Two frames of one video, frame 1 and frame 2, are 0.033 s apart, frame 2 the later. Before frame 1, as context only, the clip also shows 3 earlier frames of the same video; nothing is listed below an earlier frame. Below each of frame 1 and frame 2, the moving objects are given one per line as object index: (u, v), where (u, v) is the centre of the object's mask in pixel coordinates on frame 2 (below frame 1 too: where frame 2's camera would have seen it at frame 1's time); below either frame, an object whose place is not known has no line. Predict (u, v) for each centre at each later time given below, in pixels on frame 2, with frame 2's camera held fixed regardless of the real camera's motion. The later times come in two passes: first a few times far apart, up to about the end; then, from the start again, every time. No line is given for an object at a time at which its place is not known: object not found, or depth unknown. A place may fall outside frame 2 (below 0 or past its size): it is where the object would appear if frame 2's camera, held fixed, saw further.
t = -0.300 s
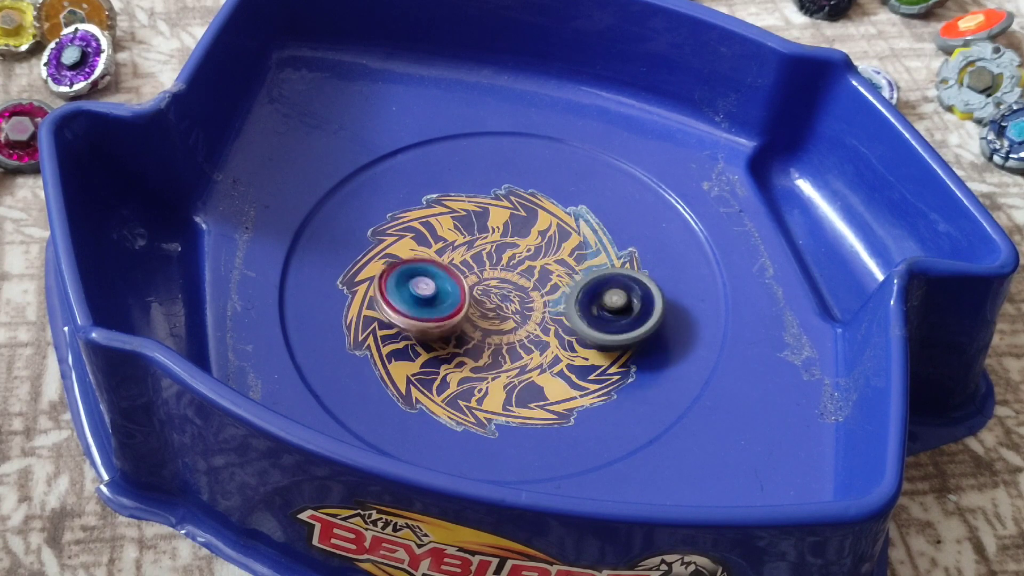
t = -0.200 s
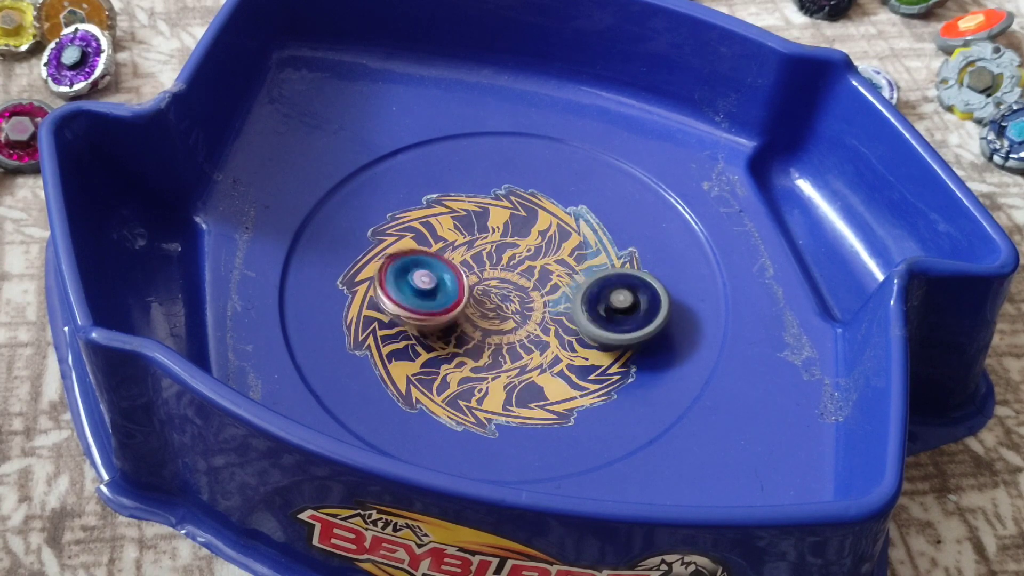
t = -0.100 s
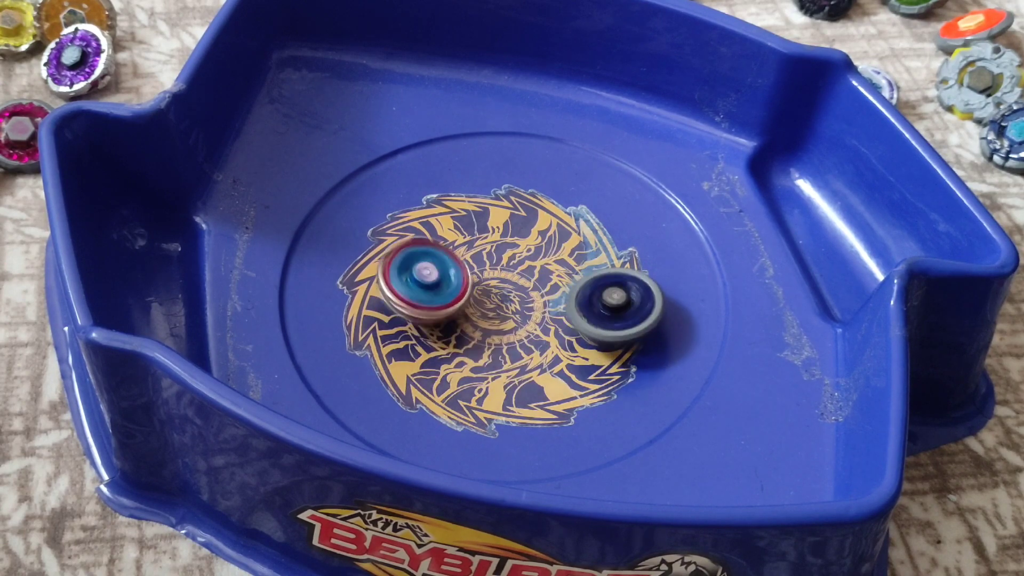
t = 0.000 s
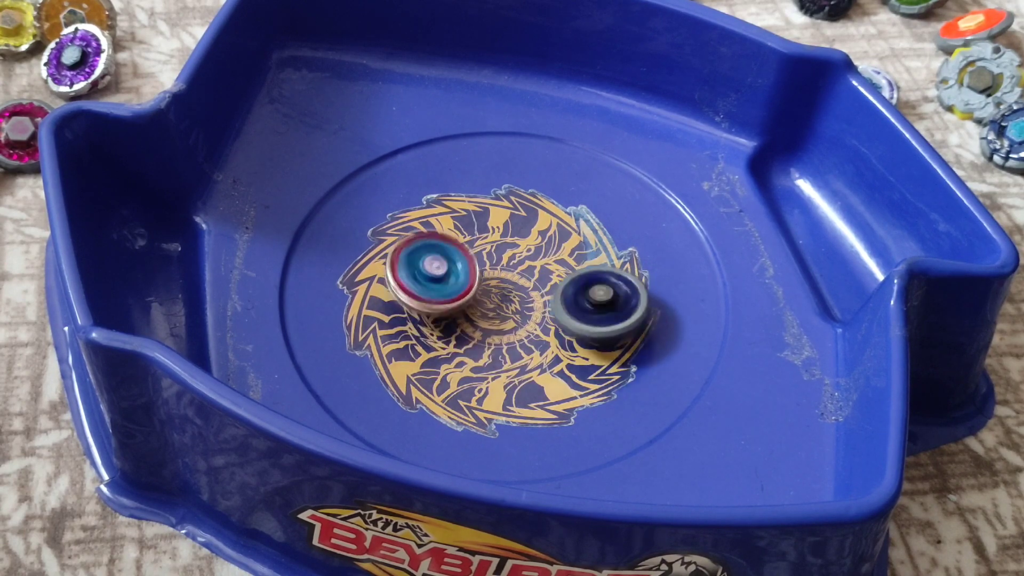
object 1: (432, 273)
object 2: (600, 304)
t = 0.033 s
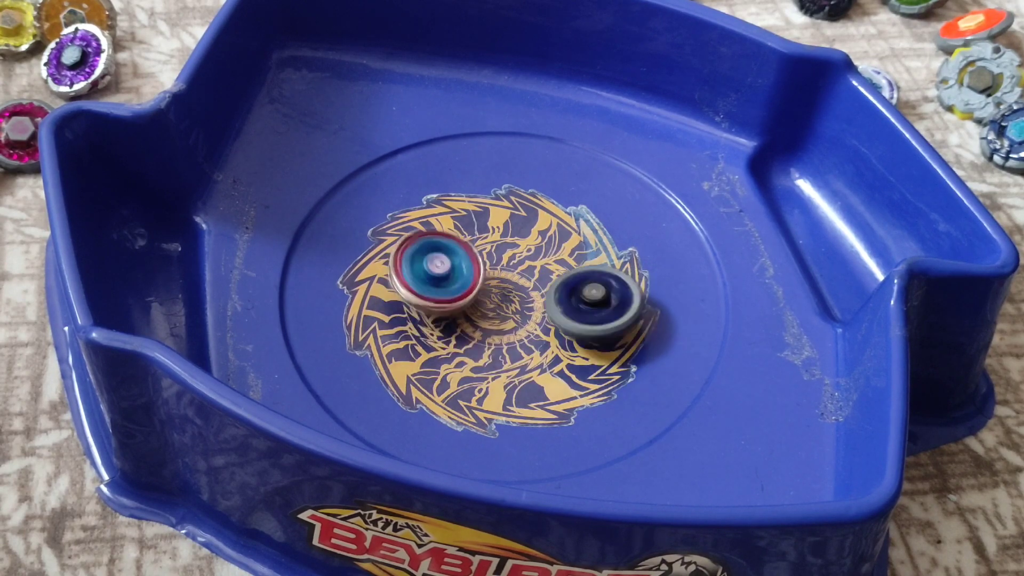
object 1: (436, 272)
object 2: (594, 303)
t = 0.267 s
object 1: (439, 223)
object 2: (604, 341)
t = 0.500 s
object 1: (440, 196)
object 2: (613, 370)
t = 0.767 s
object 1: (504, 229)
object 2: (580, 344)
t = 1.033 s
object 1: (597, 228)
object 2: (509, 336)
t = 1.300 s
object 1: (609, 230)
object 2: (450, 307)
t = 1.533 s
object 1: (571, 268)
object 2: (423, 273)
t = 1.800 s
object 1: (514, 363)
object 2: (432, 245)
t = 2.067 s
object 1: (510, 394)
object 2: (477, 237)
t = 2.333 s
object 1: (493, 349)
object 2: (534, 247)
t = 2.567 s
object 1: (418, 282)
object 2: (575, 268)
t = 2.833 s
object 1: (378, 263)
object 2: (582, 296)
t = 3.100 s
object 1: (440, 268)
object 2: (542, 320)
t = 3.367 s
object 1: (526, 205)
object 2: (517, 369)
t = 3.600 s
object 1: (539, 168)
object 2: (485, 372)
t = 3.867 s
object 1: (535, 213)
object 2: (453, 340)
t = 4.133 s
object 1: (587, 293)
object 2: (449, 290)
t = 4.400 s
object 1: (604, 312)
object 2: (480, 248)
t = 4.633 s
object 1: (532, 329)
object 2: (524, 230)
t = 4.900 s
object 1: (472, 373)
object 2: (570, 233)
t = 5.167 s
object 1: (468, 349)
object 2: (587, 262)
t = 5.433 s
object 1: (433, 286)
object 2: (555, 294)
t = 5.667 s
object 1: (422, 262)
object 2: (501, 317)
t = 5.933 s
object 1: (431, 237)
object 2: (440, 320)
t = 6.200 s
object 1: (496, 230)
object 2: (406, 296)
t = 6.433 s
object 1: (547, 219)
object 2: (418, 275)
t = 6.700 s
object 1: (558, 233)
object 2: (469, 262)
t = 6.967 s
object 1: (600, 253)
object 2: (503, 277)
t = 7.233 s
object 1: (634, 258)
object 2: (474, 305)
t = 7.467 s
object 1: (582, 271)
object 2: (456, 324)
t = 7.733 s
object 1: (535, 268)
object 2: (414, 339)
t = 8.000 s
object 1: (508, 227)
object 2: (412, 339)
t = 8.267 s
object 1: (477, 227)
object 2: (453, 327)
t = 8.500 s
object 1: (476, 255)
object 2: (507, 341)
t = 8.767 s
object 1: (498, 248)
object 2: (545, 416)
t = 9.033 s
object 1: (496, 267)
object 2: (524, 424)
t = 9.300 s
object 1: (461, 284)
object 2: (520, 377)
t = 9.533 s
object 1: (437, 247)
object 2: (476, 333)
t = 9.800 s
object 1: (448, 241)
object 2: (442, 330)
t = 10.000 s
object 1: (464, 241)
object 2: (445, 330)
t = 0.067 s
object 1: (440, 270)
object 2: (587, 302)
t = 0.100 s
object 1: (446, 269)
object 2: (579, 301)
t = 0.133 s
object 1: (452, 267)
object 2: (570, 300)
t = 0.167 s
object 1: (458, 265)
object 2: (561, 299)
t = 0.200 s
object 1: (465, 261)
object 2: (554, 300)
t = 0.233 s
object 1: (449, 241)
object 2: (583, 323)
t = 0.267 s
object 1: (439, 223)
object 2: (604, 341)
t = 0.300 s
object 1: (432, 210)
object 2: (618, 352)
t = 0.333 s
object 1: (427, 199)
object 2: (624, 359)
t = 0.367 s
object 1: (425, 193)
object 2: (625, 362)
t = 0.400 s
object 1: (427, 191)
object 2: (622, 363)
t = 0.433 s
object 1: (431, 191)
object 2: (619, 366)
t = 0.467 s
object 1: (436, 193)
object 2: (614, 369)
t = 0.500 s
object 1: (440, 196)
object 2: (613, 370)
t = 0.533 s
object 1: (444, 199)
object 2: (613, 369)
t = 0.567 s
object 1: (447, 201)
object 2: (611, 368)
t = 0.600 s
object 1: (453, 205)
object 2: (607, 365)
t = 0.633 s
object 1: (460, 209)
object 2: (604, 362)
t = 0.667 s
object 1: (470, 214)
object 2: (598, 358)
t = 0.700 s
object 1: (479, 218)
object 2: (592, 354)
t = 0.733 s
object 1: (491, 223)
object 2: (587, 350)
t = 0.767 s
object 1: (504, 229)
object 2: (580, 344)
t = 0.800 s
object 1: (517, 234)
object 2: (573, 339)
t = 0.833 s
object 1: (531, 240)
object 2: (566, 334)
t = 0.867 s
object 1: (545, 244)
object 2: (557, 326)
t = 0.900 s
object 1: (559, 241)
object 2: (547, 332)
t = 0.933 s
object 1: (571, 234)
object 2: (535, 339)
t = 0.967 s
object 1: (581, 231)
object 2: (526, 340)
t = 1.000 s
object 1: (589, 230)
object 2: (517, 338)
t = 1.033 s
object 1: (597, 228)
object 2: (509, 336)
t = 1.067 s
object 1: (604, 227)
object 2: (502, 334)
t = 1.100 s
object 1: (609, 227)
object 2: (493, 331)
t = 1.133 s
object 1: (612, 226)
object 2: (484, 327)
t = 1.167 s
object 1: (613, 227)
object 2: (477, 323)
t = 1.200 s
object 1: (613, 228)
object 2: (469, 319)
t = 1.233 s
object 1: (612, 228)
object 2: (463, 316)
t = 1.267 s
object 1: (611, 229)
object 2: (457, 312)
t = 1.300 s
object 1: (609, 230)
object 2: (450, 307)
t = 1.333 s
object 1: (607, 230)
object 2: (445, 302)
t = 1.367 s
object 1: (603, 232)
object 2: (440, 297)
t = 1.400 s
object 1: (598, 237)
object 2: (435, 292)
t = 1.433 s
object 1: (593, 243)
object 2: (431, 287)
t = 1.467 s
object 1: (586, 250)
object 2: (429, 283)
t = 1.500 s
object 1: (579, 258)
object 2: (426, 278)
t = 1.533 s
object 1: (571, 268)
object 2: (423, 273)
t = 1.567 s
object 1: (562, 278)
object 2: (422, 269)
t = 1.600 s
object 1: (553, 289)
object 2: (421, 265)
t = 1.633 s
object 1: (545, 300)
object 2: (421, 261)
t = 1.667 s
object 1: (536, 312)
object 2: (422, 257)
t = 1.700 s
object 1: (528, 325)
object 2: (423, 253)
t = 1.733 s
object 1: (522, 339)
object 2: (425, 250)
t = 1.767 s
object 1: (517, 351)
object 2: (429, 248)
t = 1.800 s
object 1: (514, 363)
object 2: (432, 245)
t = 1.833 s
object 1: (512, 372)
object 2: (436, 243)
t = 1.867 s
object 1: (511, 380)
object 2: (441, 241)
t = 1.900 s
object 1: (511, 387)
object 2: (446, 239)
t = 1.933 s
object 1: (511, 392)
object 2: (451, 238)
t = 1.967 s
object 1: (510, 394)
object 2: (458, 237)
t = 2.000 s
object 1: (511, 396)
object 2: (463, 236)
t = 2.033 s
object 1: (511, 395)
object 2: (469, 236)
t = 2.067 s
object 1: (510, 394)
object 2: (477, 237)
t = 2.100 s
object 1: (510, 392)
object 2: (483, 237)
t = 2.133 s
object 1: (510, 390)
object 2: (490, 238)
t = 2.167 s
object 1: (509, 387)
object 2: (498, 238)
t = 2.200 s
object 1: (509, 383)
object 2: (505, 240)
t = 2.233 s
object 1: (508, 376)
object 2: (512, 242)
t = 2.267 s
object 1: (504, 368)
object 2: (520, 244)
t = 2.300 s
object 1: (500, 359)
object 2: (527, 246)
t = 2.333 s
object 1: (493, 349)
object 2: (534, 247)
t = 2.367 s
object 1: (486, 339)
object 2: (541, 250)
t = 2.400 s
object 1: (475, 327)
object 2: (547, 252)
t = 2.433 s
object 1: (464, 316)
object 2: (555, 255)
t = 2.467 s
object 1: (452, 307)
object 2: (561, 258)
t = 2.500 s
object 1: (441, 298)
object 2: (566, 261)
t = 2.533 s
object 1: (428, 290)
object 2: (571, 265)
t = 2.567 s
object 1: (418, 282)
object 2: (575, 268)
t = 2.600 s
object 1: (408, 276)
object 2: (577, 271)
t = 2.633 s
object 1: (398, 271)
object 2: (580, 275)
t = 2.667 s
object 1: (390, 266)
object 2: (583, 278)
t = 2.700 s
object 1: (383, 264)
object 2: (584, 282)
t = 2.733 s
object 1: (378, 261)
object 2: (585, 285)
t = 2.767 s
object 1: (377, 261)
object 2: (585, 289)
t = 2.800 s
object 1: (377, 262)
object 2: (583, 293)
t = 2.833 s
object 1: (378, 263)
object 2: (582, 296)
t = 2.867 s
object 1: (380, 263)
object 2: (580, 299)
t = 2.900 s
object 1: (383, 264)
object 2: (576, 303)
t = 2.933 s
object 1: (387, 266)
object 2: (572, 306)
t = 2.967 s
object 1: (394, 267)
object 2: (567, 308)
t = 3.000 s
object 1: (403, 269)
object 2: (561, 312)
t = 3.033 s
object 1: (414, 269)
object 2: (556, 315)
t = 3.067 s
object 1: (427, 270)
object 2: (549, 317)
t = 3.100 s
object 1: (440, 268)
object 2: (542, 320)
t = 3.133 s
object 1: (454, 266)
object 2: (536, 323)
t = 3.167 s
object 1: (470, 262)
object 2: (530, 328)
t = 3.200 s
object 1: (480, 249)
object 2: (533, 344)
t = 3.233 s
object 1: (491, 240)
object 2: (531, 353)
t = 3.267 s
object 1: (501, 232)
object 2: (528, 357)
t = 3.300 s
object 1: (510, 223)
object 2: (525, 362)
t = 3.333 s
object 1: (519, 214)
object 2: (522, 366)
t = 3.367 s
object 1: (526, 205)
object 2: (517, 369)
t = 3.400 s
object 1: (532, 194)
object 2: (514, 372)
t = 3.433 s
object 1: (535, 186)
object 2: (509, 374)
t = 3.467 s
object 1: (537, 179)
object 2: (504, 375)
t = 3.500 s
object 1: (535, 173)
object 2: (500, 376)
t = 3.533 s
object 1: (536, 171)
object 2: (495, 375)
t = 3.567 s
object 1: (538, 168)
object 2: (489, 374)
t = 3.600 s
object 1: (539, 168)
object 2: (485, 372)
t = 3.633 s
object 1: (541, 170)
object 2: (479, 370)
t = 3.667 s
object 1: (540, 172)
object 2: (475, 367)
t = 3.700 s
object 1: (540, 176)
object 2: (470, 363)
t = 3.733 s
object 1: (538, 180)
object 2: (466, 359)
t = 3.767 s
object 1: (535, 187)
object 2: (462, 355)
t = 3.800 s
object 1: (534, 195)
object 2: (458, 349)
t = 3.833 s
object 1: (534, 203)
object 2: (455, 345)
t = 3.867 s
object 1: (535, 213)
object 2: (453, 340)
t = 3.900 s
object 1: (538, 225)
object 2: (449, 333)
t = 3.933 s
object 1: (541, 236)
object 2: (448, 328)
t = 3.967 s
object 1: (547, 247)
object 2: (447, 322)
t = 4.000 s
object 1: (554, 258)
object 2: (445, 316)
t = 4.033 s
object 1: (561, 269)
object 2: (446, 310)
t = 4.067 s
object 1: (570, 277)
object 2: (446, 302)
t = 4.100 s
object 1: (578, 286)
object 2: (447, 297)
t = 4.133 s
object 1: (587, 293)
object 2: (449, 290)
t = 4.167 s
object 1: (593, 298)
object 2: (450, 284)
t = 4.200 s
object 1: (600, 302)
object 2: (453, 278)
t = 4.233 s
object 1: (605, 304)
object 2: (457, 272)
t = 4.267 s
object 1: (610, 307)
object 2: (460, 267)
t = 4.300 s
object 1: (611, 309)
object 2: (465, 262)
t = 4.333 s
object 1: (611, 310)
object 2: (469, 257)
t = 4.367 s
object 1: (608, 312)
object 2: (474, 253)
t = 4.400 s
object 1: (604, 312)
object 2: (480, 248)
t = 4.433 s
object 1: (599, 314)
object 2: (485, 244)
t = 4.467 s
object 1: (591, 314)
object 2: (492, 241)
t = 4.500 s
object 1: (580, 315)
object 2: (498, 237)
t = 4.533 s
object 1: (571, 317)
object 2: (505, 236)
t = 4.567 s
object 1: (558, 319)
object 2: (512, 232)
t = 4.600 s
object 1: (546, 323)
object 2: (518, 231)
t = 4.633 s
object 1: (532, 329)
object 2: (524, 230)
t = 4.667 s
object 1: (522, 334)
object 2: (531, 228)
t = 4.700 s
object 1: (509, 341)
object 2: (537, 228)
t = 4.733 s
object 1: (501, 347)
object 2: (544, 228)
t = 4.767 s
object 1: (491, 355)
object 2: (549, 228)
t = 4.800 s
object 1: (484, 361)
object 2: (555, 229)
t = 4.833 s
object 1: (478, 367)
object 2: (561, 230)
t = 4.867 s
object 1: (475, 371)
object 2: (565, 231)
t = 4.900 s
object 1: (472, 373)
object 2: (570, 233)
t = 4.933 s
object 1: (472, 374)
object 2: (574, 235)
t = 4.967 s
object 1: (470, 374)
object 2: (577, 239)
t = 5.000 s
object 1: (471, 372)
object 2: (581, 242)
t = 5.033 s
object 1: (470, 369)
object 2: (584, 245)
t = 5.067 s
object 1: (470, 365)
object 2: (586, 250)
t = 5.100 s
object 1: (471, 360)
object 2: (586, 253)
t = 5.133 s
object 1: (468, 353)
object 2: (587, 258)
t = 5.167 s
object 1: (468, 349)
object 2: (587, 262)
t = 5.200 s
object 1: (466, 341)
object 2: (585, 266)
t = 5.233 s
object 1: (463, 332)
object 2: (584, 271)
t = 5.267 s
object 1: (460, 325)
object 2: (580, 275)
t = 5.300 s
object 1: (455, 316)
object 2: (577, 279)
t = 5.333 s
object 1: (450, 307)
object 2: (573, 283)
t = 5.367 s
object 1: (445, 298)
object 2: (567, 287)
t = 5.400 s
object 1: (438, 290)
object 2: (562, 291)
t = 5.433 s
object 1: (433, 286)
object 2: (555, 294)
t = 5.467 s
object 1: (429, 282)
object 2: (549, 299)
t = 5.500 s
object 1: (425, 276)
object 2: (541, 302)
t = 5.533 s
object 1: (424, 273)
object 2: (533, 305)
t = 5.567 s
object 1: (421, 269)
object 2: (524, 309)
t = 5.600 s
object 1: (421, 268)
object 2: (515, 311)
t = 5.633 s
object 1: (422, 267)
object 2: (506, 313)
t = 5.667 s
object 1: (422, 262)
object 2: (501, 317)
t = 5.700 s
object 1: (419, 257)
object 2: (496, 321)
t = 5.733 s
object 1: (418, 253)
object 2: (488, 323)
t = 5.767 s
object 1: (417, 248)
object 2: (479, 324)
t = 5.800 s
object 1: (417, 244)
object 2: (470, 325)
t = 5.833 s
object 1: (420, 242)
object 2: (463, 324)
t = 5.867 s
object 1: (423, 239)
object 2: (454, 324)
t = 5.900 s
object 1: (427, 238)
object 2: (448, 322)
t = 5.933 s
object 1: (431, 237)
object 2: (440, 320)
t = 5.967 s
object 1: (436, 237)
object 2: (434, 318)
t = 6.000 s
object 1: (443, 235)
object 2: (428, 316)
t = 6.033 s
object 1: (446, 233)
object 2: (422, 313)
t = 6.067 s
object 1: (455, 234)
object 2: (418, 310)
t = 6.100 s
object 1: (464, 234)
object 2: (413, 308)
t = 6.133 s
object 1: (475, 234)
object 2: (411, 305)
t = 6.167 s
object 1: (485, 233)
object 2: (408, 301)
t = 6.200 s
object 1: (496, 230)
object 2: (406, 296)
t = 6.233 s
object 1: (507, 229)
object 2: (406, 293)
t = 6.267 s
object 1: (515, 227)
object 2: (405, 290)
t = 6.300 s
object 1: (523, 225)
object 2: (407, 286)
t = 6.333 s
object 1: (530, 223)
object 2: (408, 283)
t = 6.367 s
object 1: (537, 221)
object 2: (411, 280)
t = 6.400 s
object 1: (543, 220)
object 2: (413, 277)
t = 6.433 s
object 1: (547, 219)
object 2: (418, 275)
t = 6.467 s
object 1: (551, 219)
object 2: (422, 271)
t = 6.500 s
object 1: (553, 219)
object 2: (427, 269)
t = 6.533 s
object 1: (556, 220)
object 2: (434, 267)
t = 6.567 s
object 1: (558, 222)
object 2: (440, 266)
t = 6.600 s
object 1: (559, 224)
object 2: (448, 265)
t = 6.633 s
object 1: (559, 226)
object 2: (454, 264)
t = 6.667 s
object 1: (558, 230)
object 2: (462, 263)
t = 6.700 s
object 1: (558, 233)
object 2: (469, 262)
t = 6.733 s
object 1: (567, 236)
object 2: (467, 263)
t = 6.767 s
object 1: (574, 238)
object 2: (470, 264)
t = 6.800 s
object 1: (582, 242)
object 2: (476, 265)
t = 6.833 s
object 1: (588, 246)
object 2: (481, 267)
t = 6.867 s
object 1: (593, 247)
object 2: (486, 269)
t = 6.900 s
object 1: (596, 249)
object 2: (492, 271)
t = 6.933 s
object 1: (599, 251)
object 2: (497, 274)
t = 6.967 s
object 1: (600, 253)
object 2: (503, 277)
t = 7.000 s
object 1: (602, 255)
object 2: (507, 279)
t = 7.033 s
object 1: (610, 256)
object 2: (498, 283)
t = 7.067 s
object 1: (621, 257)
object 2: (488, 286)
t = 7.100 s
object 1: (628, 257)
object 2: (485, 289)
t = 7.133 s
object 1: (632, 257)
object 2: (482, 293)
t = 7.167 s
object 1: (634, 257)
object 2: (479, 297)
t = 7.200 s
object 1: (635, 257)
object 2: (476, 301)
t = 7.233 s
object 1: (634, 258)
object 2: (474, 305)
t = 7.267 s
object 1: (632, 258)
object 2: (470, 307)
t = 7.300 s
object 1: (625, 259)
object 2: (468, 312)
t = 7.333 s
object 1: (619, 260)
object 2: (464, 315)
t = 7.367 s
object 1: (609, 263)
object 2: (463, 318)
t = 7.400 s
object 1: (598, 266)
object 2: (459, 320)
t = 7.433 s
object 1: (589, 268)
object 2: (458, 322)
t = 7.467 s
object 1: (582, 271)
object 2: (456, 324)
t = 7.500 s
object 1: (569, 274)
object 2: (455, 327)
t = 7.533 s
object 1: (559, 276)
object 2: (452, 327)
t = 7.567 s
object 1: (551, 277)
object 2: (451, 330)
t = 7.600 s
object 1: (542, 280)
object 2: (450, 330)
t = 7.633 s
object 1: (530, 280)
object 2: (451, 331)
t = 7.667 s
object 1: (529, 277)
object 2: (439, 333)
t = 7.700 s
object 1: (535, 272)
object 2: (422, 337)
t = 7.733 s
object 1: (535, 268)
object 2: (414, 339)
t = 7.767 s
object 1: (532, 263)
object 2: (412, 339)
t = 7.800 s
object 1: (527, 256)
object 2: (409, 341)
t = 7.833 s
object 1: (524, 248)
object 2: (407, 340)
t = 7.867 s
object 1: (522, 243)
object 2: (406, 341)
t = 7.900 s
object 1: (519, 240)
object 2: (406, 340)
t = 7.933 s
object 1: (514, 234)
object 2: (408, 341)
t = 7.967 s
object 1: (511, 229)
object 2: (409, 340)
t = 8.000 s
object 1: (508, 227)
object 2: (412, 339)
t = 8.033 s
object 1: (502, 224)
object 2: (415, 338)
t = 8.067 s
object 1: (499, 221)
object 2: (419, 336)
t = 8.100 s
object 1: (496, 221)
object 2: (423, 335)
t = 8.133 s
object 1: (492, 220)
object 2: (429, 334)
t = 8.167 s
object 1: (487, 221)
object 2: (434, 332)
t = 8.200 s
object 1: (484, 222)
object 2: (441, 329)
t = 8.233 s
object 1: (480, 225)
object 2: (447, 329)
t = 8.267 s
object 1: (477, 227)
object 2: (453, 327)
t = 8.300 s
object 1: (476, 230)
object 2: (462, 326)
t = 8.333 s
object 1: (474, 236)
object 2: (468, 325)
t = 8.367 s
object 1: (472, 238)
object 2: (477, 325)
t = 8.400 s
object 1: (473, 241)
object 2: (484, 324)
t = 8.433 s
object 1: (473, 246)
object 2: (492, 329)
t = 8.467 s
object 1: (474, 251)
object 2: (499, 332)
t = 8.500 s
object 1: (476, 255)
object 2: (507, 341)
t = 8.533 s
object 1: (479, 248)
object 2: (517, 366)
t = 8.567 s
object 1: (483, 246)
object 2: (524, 383)
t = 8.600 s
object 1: (485, 246)
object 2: (528, 392)
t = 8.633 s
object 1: (485, 246)
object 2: (534, 399)
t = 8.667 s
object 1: (486, 244)
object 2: (537, 404)
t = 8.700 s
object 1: (490, 243)
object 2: (540, 407)
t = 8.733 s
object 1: (496, 245)
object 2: (543, 412)
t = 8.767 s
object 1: (498, 248)
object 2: (545, 416)
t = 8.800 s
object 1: (497, 250)
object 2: (544, 420)
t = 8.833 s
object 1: (496, 250)
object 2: (545, 424)
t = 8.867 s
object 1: (499, 250)
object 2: (544, 428)
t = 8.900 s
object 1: (503, 253)
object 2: (539, 429)
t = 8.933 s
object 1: (502, 260)
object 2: (536, 430)
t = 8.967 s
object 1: (500, 266)
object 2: (532, 430)
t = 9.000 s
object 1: (498, 267)
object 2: (526, 428)
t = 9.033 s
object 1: (496, 267)
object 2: (524, 424)
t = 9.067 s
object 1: (495, 270)
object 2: (520, 421)
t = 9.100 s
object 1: (496, 271)
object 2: (516, 415)
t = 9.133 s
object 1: (490, 273)
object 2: (516, 412)
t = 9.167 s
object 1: (484, 277)
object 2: (516, 406)
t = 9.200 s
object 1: (476, 281)
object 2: (516, 402)
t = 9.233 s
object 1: (469, 282)
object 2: (516, 395)
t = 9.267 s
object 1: (463, 284)
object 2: (518, 387)
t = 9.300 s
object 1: (461, 284)
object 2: (520, 377)
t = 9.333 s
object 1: (458, 285)
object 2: (521, 365)
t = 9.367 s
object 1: (455, 286)
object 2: (518, 351)
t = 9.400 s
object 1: (447, 279)
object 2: (516, 341)
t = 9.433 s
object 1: (444, 276)
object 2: (512, 333)
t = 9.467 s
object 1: (444, 264)
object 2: (503, 331)
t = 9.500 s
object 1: (441, 258)
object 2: (489, 332)
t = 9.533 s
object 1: (437, 247)
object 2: (476, 333)
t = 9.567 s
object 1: (432, 242)
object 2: (464, 334)
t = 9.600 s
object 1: (431, 239)
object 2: (456, 335)
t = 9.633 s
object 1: (433, 238)
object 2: (449, 336)
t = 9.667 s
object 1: (440, 237)
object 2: (444, 336)
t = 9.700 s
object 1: (442, 235)
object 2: (442, 334)
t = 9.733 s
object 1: (444, 237)
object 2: (442, 332)
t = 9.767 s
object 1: (446, 240)
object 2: (443, 333)
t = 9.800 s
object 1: (448, 241)
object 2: (442, 330)
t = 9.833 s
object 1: (451, 241)
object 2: (444, 329)
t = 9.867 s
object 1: (452, 240)
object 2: (445, 330)
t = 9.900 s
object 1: (452, 239)
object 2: (445, 330)
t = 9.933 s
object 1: (454, 239)
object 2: (445, 330)
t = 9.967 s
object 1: (458, 239)
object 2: (445, 330)
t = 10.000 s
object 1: (464, 241)
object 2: (445, 330)
